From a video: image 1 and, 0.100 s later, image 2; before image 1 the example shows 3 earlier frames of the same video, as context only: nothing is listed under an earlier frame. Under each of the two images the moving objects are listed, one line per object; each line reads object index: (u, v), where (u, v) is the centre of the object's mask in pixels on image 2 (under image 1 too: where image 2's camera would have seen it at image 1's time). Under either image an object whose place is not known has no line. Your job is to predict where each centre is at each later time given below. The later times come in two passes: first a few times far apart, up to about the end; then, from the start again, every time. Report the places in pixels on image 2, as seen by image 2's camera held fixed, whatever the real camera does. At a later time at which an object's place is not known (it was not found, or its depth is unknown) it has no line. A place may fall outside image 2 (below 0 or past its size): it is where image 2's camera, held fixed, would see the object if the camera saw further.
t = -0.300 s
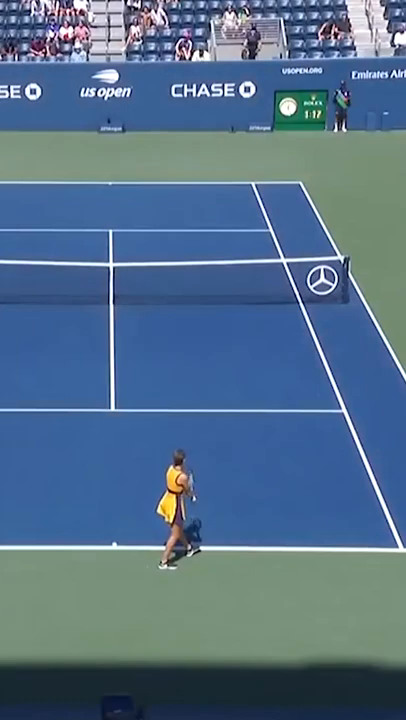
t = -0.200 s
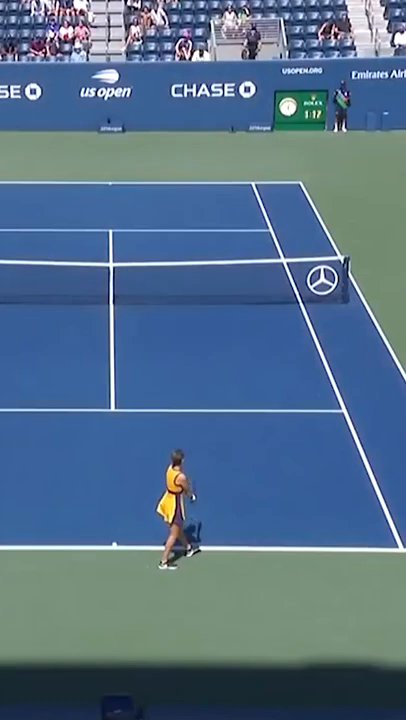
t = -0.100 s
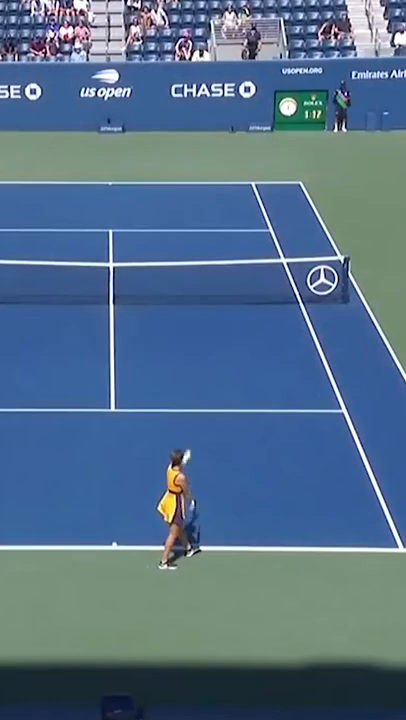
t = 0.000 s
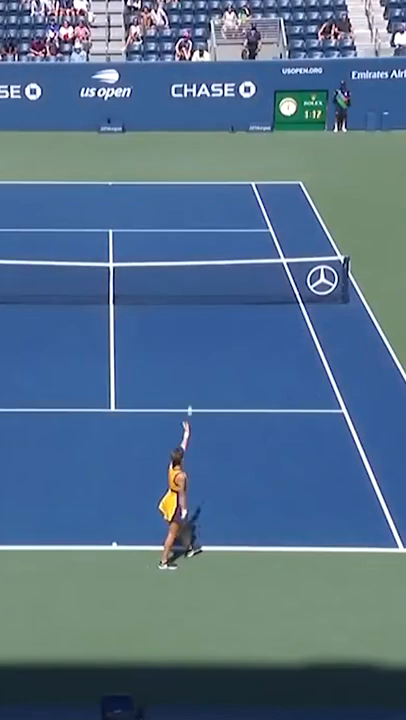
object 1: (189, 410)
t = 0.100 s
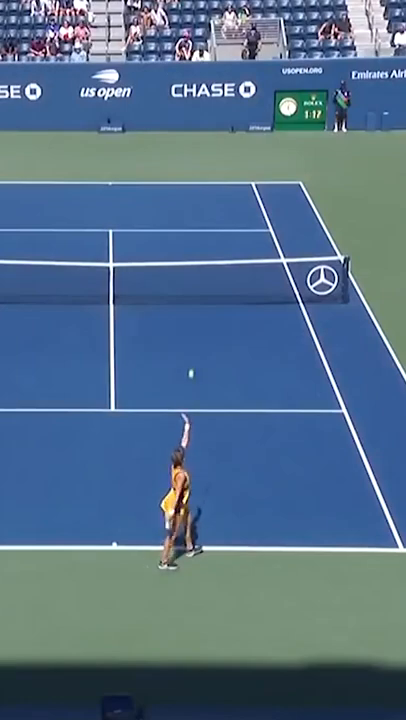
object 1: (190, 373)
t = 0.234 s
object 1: (192, 333)
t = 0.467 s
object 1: (195, 292)
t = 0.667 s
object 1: (196, 286)
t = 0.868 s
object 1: (198, 307)
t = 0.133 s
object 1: (191, 362)
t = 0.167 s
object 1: (191, 352)
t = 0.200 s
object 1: (192, 342)
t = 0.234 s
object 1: (192, 333)
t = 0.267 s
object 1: (193, 325)
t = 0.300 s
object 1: (193, 318)
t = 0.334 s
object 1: (193, 311)
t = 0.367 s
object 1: (193, 305)
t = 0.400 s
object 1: (194, 300)
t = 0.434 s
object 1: (195, 296)
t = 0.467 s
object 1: (195, 292)
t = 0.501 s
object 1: (195, 289)
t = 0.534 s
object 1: (196, 287)
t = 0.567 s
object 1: (196, 286)
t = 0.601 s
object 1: (196, 285)
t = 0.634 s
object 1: (196, 285)
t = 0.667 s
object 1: (196, 286)
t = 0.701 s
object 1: (197, 287)
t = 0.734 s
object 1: (197, 290)
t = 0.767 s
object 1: (197, 293)
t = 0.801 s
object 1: (198, 297)
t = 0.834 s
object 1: (198, 301)
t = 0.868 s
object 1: (198, 307)
